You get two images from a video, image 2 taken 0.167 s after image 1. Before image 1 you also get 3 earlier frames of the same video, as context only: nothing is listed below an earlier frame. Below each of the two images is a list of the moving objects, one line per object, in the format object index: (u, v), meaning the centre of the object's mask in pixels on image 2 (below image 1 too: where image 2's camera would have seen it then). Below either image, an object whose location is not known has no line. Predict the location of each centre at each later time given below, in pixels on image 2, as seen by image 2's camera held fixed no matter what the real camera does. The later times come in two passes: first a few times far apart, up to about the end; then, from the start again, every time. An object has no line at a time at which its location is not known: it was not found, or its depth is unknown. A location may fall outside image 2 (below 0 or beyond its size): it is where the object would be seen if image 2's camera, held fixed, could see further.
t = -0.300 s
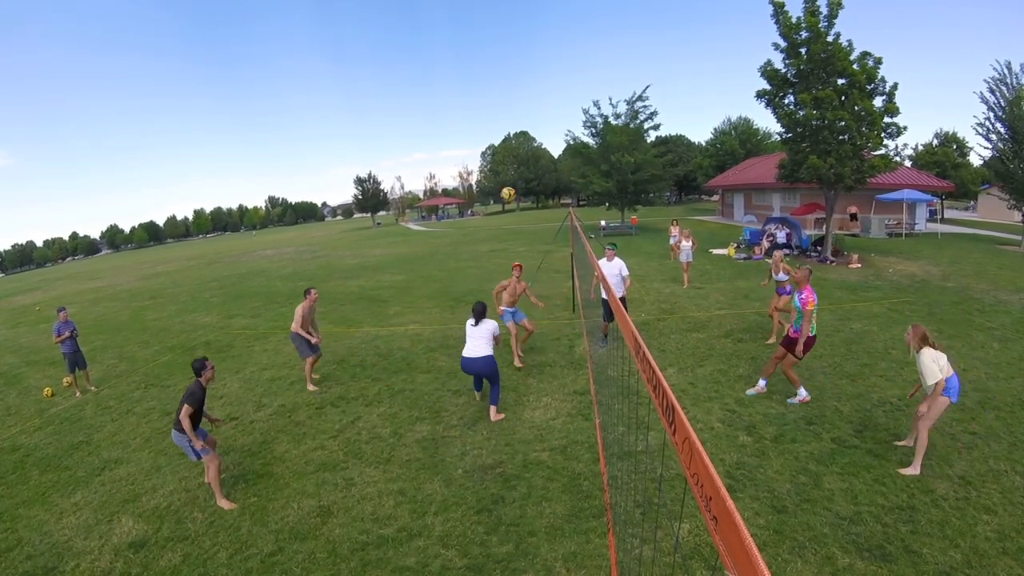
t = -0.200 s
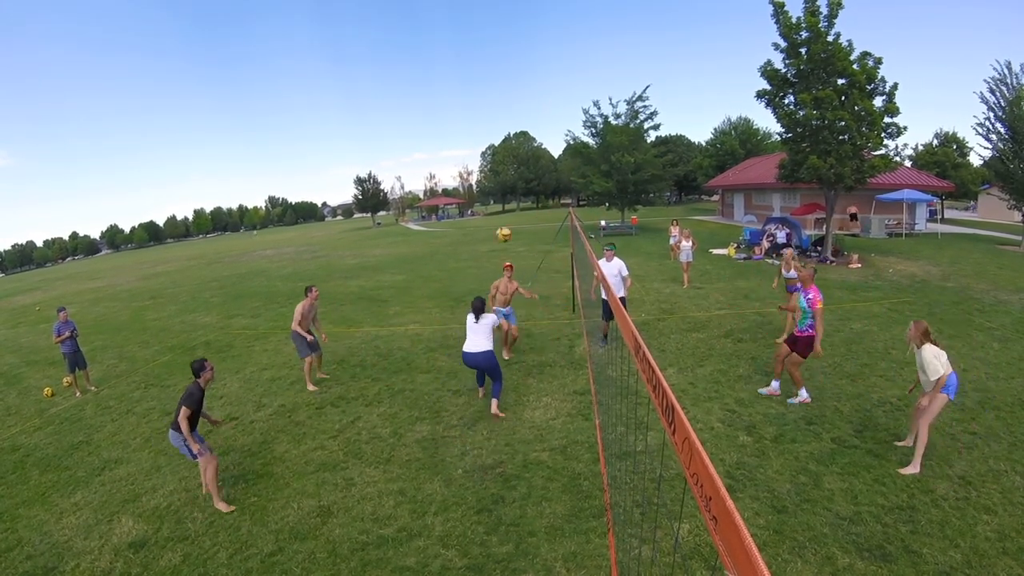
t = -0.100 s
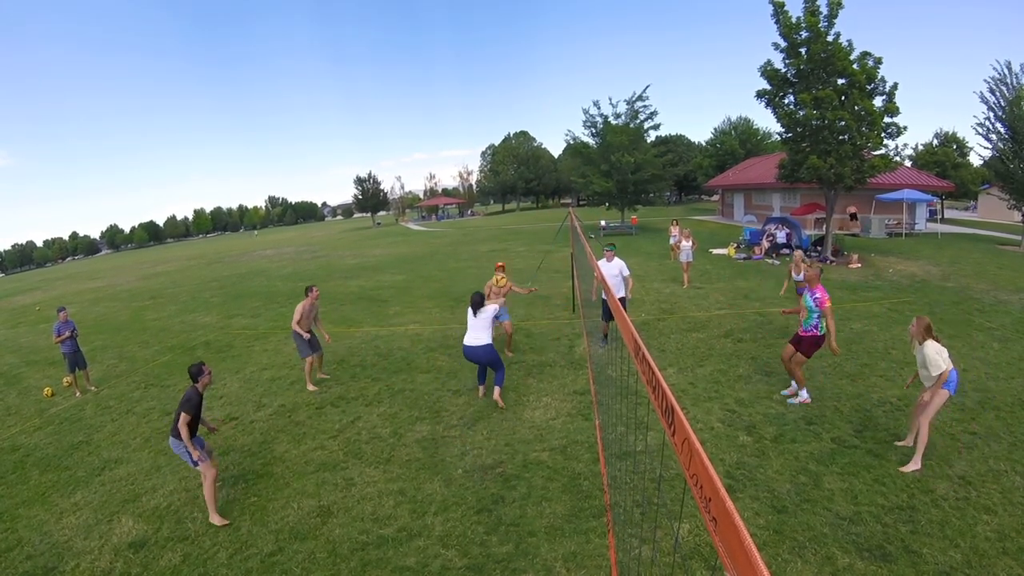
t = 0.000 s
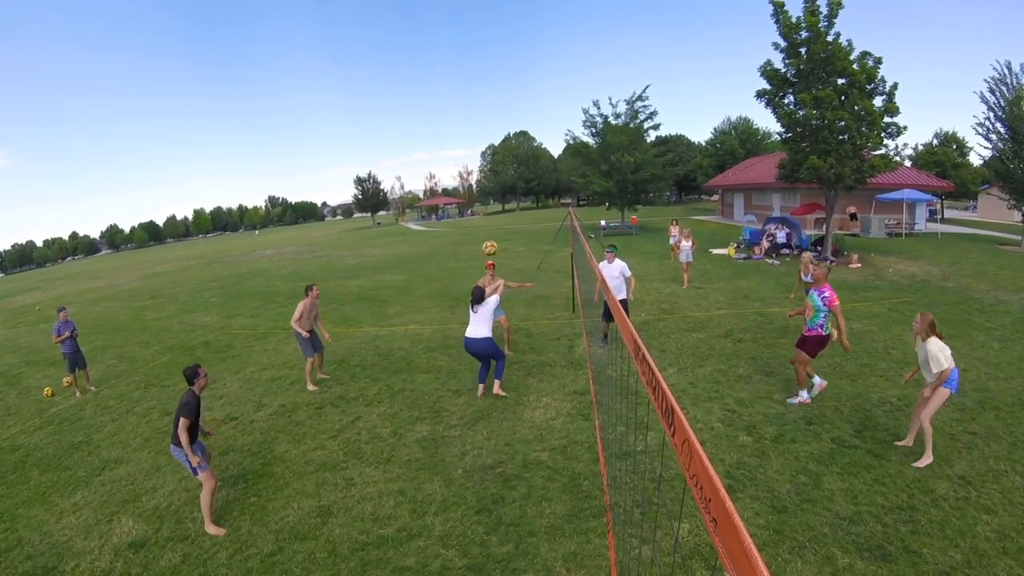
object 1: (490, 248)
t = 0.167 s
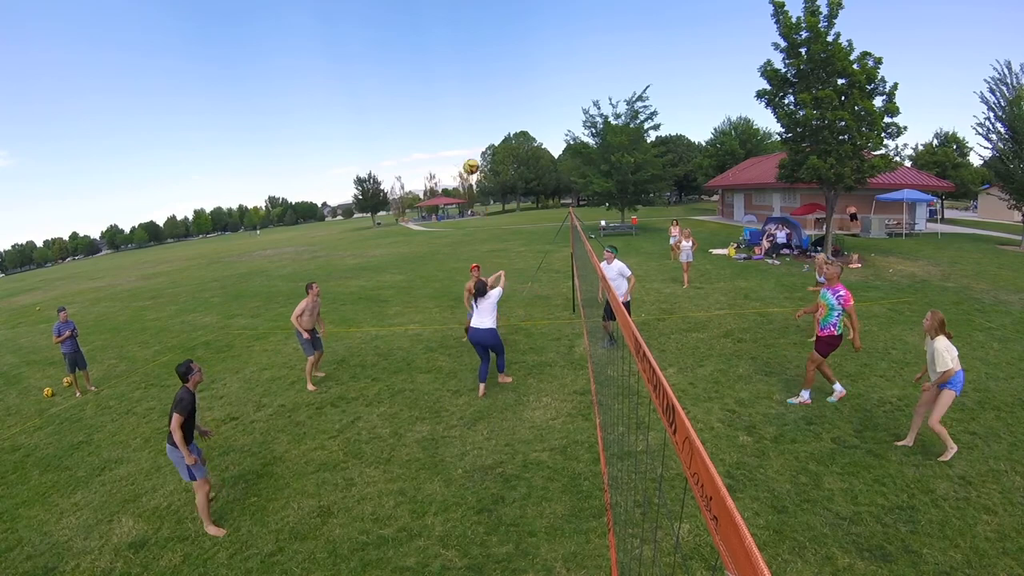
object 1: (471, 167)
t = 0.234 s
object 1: (464, 138)
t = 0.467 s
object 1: (440, 61)
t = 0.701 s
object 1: (419, 23)
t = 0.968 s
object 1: (396, 31)
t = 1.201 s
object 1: (377, 96)
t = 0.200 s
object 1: (467, 152)
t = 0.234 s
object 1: (464, 138)
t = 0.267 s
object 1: (461, 125)
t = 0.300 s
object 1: (457, 112)
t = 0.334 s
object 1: (454, 101)
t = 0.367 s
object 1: (450, 90)
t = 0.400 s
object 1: (447, 79)
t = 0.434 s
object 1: (444, 70)
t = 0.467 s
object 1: (440, 61)
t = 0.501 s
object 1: (438, 53)
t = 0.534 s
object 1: (434, 47)
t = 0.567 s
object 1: (431, 40)
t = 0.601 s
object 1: (428, 34)
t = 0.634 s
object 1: (425, 30)
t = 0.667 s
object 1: (423, 26)
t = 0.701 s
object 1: (419, 23)
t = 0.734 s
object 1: (416, 21)
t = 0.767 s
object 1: (413, 20)
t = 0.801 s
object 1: (410, 19)
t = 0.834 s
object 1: (407, 20)
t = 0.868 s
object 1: (405, 21)
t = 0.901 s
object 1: (402, 24)
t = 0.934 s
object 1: (399, 27)
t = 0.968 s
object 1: (396, 31)
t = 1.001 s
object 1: (393, 37)
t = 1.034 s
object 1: (390, 44)
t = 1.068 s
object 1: (387, 51)
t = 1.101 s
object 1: (385, 60)
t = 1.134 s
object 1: (382, 71)
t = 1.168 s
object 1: (380, 83)
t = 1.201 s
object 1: (377, 96)
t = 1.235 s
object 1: (375, 110)
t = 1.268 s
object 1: (373, 126)
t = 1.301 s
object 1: (371, 144)
